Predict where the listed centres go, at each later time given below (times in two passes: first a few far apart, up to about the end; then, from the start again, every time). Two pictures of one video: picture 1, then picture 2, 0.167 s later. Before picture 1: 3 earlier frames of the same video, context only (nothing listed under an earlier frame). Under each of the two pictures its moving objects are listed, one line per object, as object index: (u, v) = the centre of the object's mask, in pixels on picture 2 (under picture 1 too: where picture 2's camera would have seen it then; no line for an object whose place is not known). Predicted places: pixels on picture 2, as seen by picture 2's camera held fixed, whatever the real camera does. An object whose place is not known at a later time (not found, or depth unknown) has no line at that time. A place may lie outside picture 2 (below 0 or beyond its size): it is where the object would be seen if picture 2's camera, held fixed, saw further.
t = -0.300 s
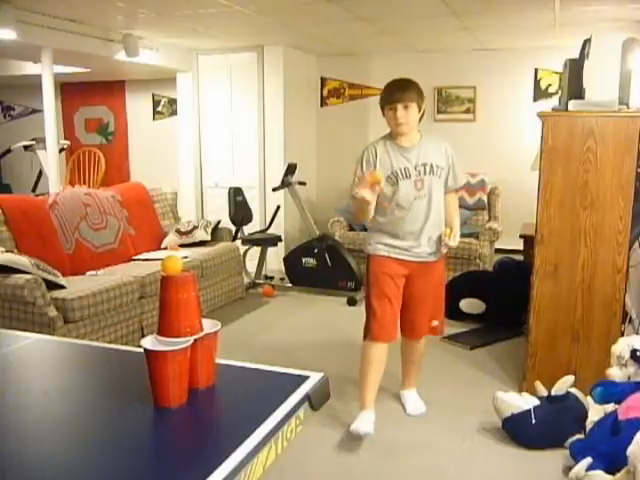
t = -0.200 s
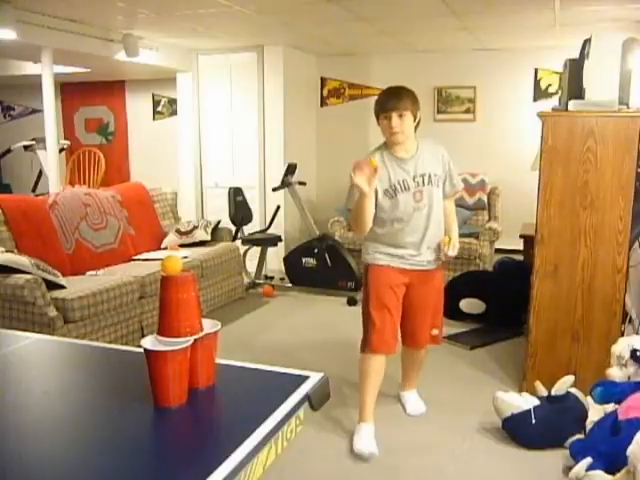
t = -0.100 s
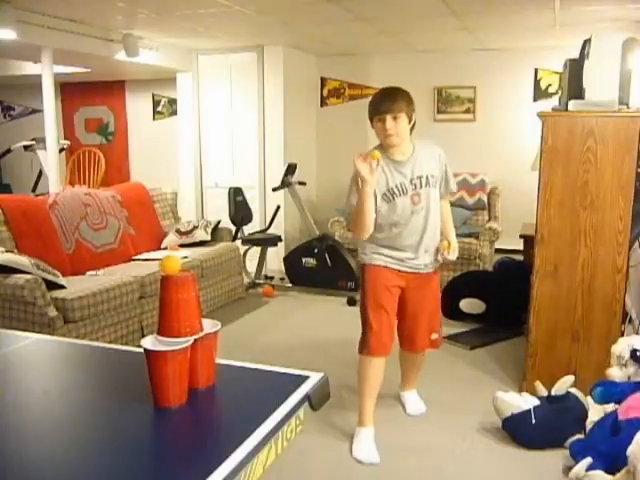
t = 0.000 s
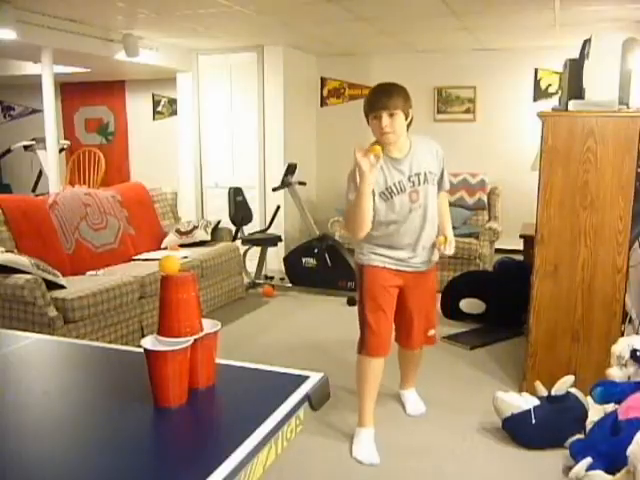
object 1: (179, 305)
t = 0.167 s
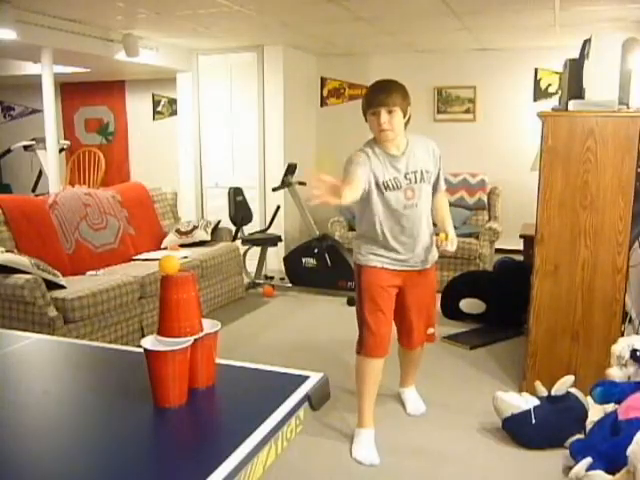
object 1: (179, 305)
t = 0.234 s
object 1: (179, 305)
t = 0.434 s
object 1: (136, 305)
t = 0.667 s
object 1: (72, 414)
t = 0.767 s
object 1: (54, 408)
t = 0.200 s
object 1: (179, 305)
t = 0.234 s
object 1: (179, 305)
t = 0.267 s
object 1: (179, 305)
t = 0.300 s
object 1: (179, 305)
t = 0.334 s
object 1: (169, 300)
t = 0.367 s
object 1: (158, 301)
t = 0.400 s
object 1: (147, 304)
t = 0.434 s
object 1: (136, 305)
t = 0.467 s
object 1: (126, 307)
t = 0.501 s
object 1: (116, 316)
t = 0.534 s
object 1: (106, 329)
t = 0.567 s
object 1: (99, 347)
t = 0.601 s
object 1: (90, 376)
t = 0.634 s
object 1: (79, 408)
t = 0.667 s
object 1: (72, 414)
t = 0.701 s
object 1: (65, 411)
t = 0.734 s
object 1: (60, 409)
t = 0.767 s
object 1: (54, 408)
